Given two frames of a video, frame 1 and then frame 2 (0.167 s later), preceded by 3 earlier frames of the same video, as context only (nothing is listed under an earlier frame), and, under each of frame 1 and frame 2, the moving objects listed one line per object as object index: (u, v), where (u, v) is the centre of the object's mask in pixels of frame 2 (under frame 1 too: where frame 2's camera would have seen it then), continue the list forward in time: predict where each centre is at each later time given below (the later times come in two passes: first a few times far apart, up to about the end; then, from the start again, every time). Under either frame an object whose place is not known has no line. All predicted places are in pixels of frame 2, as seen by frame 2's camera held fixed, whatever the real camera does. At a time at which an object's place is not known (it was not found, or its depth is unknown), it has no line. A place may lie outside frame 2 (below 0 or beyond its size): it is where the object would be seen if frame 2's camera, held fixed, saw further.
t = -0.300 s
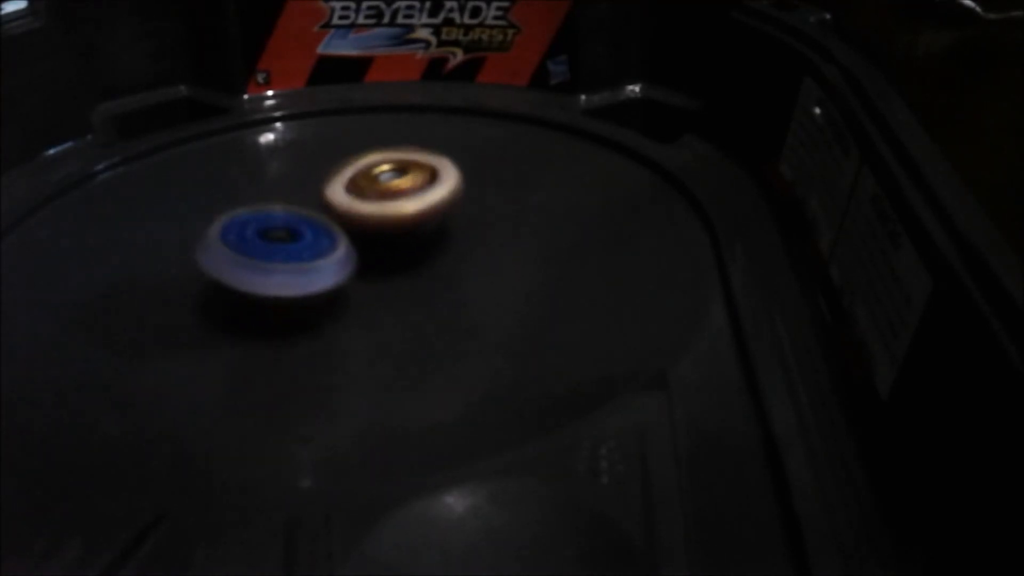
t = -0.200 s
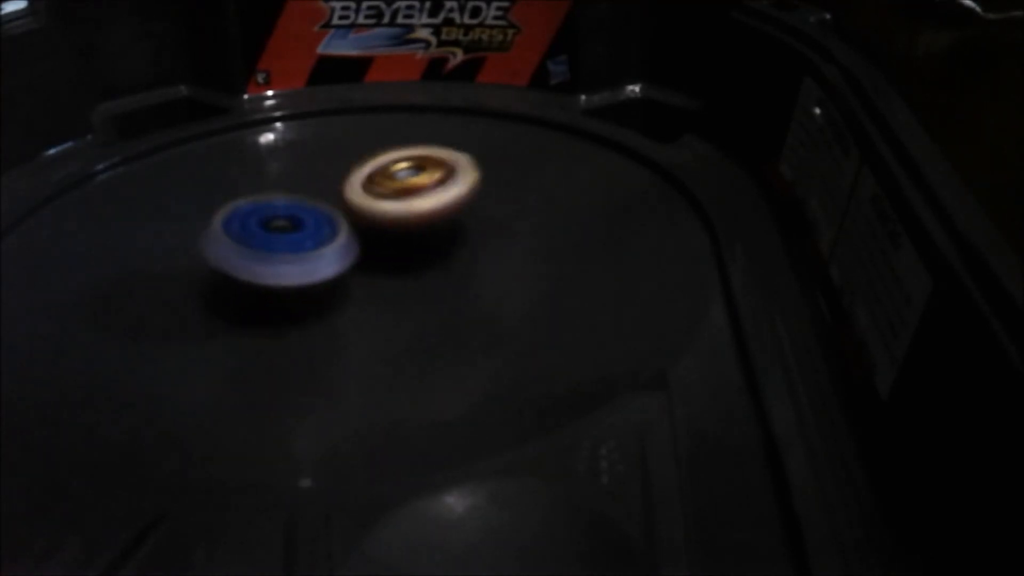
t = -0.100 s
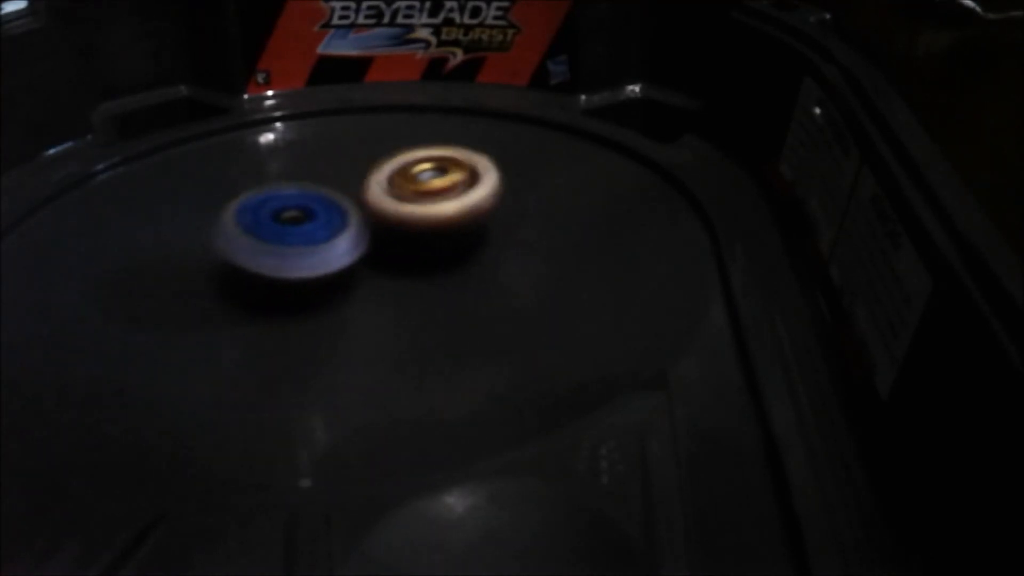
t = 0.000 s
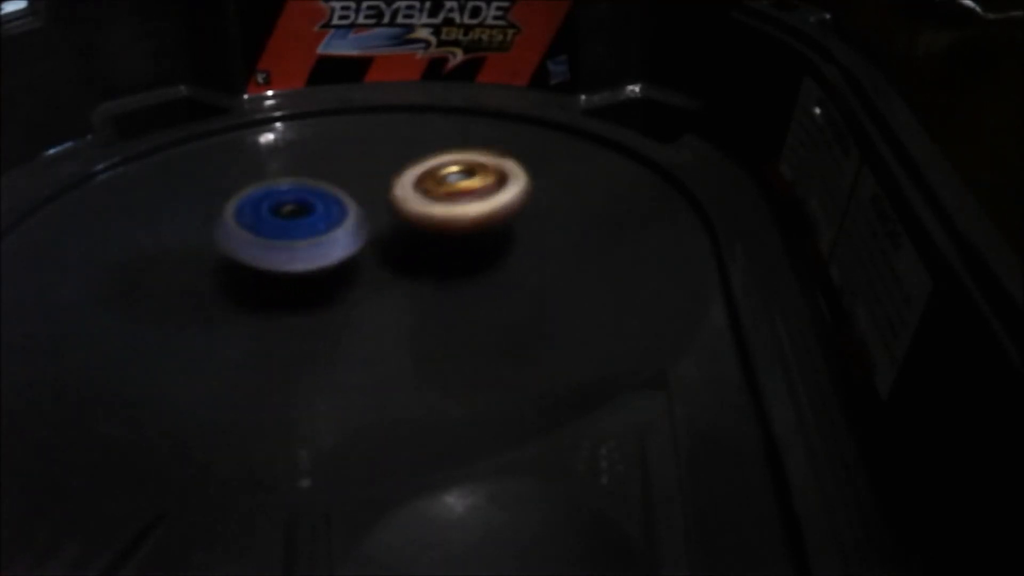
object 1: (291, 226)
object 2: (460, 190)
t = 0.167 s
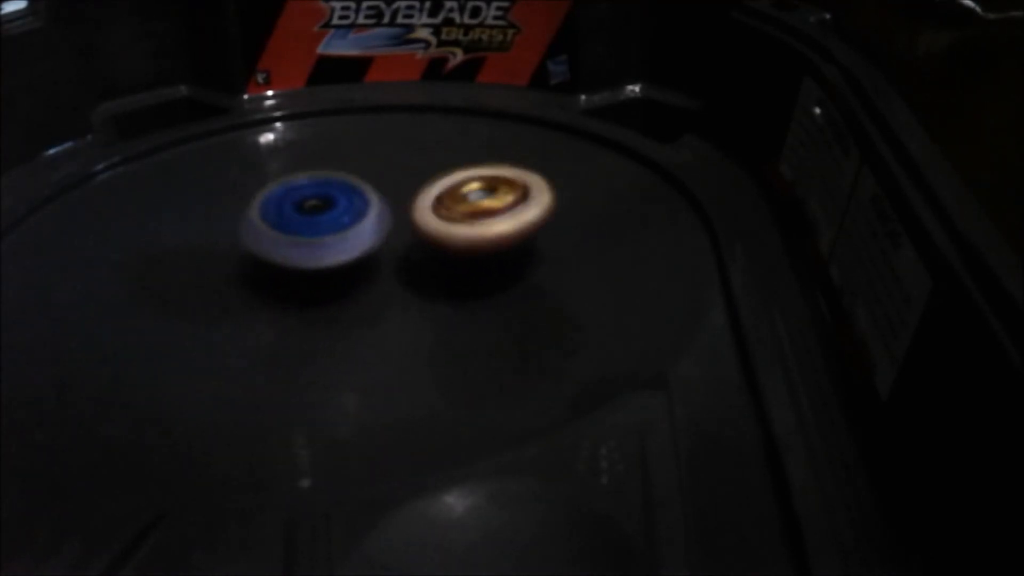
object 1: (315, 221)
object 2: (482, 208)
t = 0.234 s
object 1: (327, 220)
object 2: (479, 217)
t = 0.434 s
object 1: (335, 215)
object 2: (483, 247)
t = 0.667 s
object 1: (348, 220)
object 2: (457, 280)
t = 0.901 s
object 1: (352, 218)
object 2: (394, 291)
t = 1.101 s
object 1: (354, 216)
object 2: (341, 294)
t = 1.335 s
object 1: (373, 204)
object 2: (283, 292)
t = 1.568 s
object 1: (396, 197)
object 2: (288, 262)
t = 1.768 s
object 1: (422, 198)
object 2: (288, 244)
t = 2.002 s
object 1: (431, 209)
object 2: (283, 227)
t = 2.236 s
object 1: (422, 229)
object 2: (277, 214)
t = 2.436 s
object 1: (409, 242)
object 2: (269, 207)
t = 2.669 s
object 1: (399, 261)
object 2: (263, 189)
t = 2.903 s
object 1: (386, 262)
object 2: (278, 179)
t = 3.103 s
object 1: (384, 263)
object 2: (313, 184)
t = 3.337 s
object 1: (404, 271)
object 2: (359, 183)
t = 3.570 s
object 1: (404, 272)
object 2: (402, 194)
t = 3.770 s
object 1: (394, 268)
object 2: (421, 183)
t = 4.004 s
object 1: (386, 260)
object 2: (421, 176)
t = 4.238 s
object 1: (380, 255)
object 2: (404, 173)
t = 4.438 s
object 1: (363, 261)
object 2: (387, 178)
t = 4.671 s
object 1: (334, 266)
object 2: (367, 185)
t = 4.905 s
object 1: (311, 266)
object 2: (370, 181)
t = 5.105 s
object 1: (316, 267)
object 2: (384, 178)
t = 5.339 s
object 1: (329, 271)
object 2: (393, 186)
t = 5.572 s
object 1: (319, 278)
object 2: (398, 199)
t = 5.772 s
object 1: (309, 282)
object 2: (419, 205)
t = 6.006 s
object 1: (328, 272)
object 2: (431, 197)
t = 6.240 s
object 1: (299, 280)
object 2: (424, 193)
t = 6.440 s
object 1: (280, 271)
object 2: (398, 205)
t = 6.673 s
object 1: (274, 258)
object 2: (408, 200)
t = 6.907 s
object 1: (286, 263)
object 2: (397, 193)
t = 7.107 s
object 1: (268, 282)
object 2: (388, 197)
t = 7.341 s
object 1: (280, 289)
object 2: (395, 207)
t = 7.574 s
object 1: (328, 291)
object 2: (406, 207)
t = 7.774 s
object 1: (322, 303)
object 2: (422, 209)
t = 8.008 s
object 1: (322, 300)
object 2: (383, 203)
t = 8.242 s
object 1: (418, 297)
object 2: (330, 227)
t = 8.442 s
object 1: (425, 286)
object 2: (298, 244)
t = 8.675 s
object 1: (417, 266)
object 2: (289, 272)
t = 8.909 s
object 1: (415, 198)
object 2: (304, 258)
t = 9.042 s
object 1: (364, 177)
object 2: (299, 246)
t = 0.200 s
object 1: (321, 220)
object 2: (482, 211)
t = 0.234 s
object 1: (327, 220)
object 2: (479, 217)
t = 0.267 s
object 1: (330, 219)
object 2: (478, 223)
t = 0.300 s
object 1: (332, 218)
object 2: (476, 227)
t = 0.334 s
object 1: (335, 219)
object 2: (475, 231)
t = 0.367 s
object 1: (334, 217)
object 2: (478, 238)
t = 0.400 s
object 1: (334, 215)
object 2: (480, 243)
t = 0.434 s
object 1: (335, 215)
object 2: (483, 247)
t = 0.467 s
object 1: (337, 215)
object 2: (484, 254)
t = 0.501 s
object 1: (338, 215)
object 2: (482, 259)
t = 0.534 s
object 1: (339, 216)
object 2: (481, 262)
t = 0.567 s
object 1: (341, 217)
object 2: (479, 268)
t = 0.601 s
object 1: (343, 218)
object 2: (472, 273)
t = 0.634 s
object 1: (346, 219)
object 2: (464, 276)
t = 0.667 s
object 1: (348, 220)
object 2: (457, 280)
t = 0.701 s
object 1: (349, 221)
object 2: (445, 284)
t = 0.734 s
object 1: (350, 222)
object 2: (431, 283)
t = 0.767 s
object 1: (349, 221)
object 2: (421, 284)
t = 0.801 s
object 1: (348, 219)
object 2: (407, 285)
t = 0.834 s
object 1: (348, 218)
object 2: (404, 286)
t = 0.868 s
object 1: (350, 218)
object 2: (402, 288)
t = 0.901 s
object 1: (352, 218)
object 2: (394, 291)
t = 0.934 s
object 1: (351, 219)
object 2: (383, 294)
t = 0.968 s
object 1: (351, 219)
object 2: (377, 296)
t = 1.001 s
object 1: (351, 218)
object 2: (367, 298)
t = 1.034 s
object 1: (351, 219)
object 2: (356, 296)
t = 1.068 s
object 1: (352, 218)
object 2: (351, 295)
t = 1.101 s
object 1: (354, 216)
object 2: (341, 294)
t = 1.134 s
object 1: (357, 215)
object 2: (333, 291)
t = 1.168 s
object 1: (358, 212)
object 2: (326, 290)
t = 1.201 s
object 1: (362, 210)
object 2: (319, 293)
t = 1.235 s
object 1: (365, 209)
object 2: (307, 294)
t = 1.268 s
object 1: (366, 208)
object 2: (300, 296)
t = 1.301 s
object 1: (370, 206)
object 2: (290, 296)
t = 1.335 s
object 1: (373, 204)
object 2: (283, 292)
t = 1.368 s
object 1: (376, 202)
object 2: (279, 292)
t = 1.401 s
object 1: (378, 201)
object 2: (275, 288)
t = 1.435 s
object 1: (382, 200)
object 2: (275, 282)
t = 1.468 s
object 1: (385, 199)
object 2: (276, 279)
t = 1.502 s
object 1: (389, 198)
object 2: (278, 274)
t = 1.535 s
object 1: (392, 197)
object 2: (284, 267)
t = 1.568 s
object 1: (396, 197)
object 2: (288, 262)
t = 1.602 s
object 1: (401, 197)
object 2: (293, 256)
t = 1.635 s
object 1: (407, 196)
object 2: (295, 253)
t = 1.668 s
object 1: (413, 196)
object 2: (293, 253)
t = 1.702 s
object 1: (416, 197)
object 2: (290, 248)
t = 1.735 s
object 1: (418, 197)
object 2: (290, 246)
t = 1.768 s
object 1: (422, 198)
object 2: (288, 244)
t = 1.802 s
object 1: (424, 199)
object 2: (289, 239)
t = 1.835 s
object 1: (427, 200)
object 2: (290, 238)
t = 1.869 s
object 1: (429, 201)
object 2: (286, 236)
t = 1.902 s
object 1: (430, 204)
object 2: (285, 233)
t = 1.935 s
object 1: (431, 205)
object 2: (283, 232)
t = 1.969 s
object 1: (432, 207)
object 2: (281, 229)
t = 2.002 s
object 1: (431, 209)
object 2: (283, 227)
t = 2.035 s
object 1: (430, 212)
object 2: (282, 227)
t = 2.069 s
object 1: (435, 214)
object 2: (278, 224)
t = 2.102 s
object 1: (437, 218)
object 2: (275, 223)
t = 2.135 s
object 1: (431, 222)
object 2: (271, 218)
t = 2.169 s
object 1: (429, 225)
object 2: (273, 218)
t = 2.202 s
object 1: (426, 227)
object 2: (273, 215)
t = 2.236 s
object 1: (422, 229)
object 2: (277, 214)
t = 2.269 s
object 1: (417, 232)
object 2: (279, 215)
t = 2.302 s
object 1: (421, 234)
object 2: (275, 212)
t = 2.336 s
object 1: (421, 237)
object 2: (272, 211)
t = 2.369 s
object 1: (416, 239)
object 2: (268, 209)
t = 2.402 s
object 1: (413, 240)
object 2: (269, 207)
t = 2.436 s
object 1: (409, 242)
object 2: (269, 207)
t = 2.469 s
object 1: (405, 242)
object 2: (271, 205)
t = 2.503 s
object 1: (401, 243)
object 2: (276, 206)
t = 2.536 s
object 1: (395, 244)
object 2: (278, 205)
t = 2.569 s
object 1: (398, 249)
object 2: (276, 202)
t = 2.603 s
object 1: (404, 256)
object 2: (267, 198)
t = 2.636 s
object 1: (401, 260)
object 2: (265, 192)
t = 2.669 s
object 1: (399, 261)
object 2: (263, 189)
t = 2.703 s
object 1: (401, 261)
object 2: (261, 186)
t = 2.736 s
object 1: (397, 263)
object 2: (263, 183)
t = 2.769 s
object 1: (395, 263)
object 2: (260, 180)
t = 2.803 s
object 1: (395, 262)
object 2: (264, 176)
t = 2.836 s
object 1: (391, 263)
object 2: (266, 179)
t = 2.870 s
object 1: (388, 263)
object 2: (270, 177)
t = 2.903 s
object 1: (386, 262)
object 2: (278, 179)
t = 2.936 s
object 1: (382, 261)
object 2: (282, 178)
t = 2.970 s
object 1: (380, 260)
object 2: (292, 180)
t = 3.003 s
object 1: (379, 258)
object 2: (295, 183)
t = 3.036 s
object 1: (376, 256)
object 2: (304, 184)
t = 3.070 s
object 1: (377, 256)
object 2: (311, 188)
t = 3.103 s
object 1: (384, 263)
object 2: (313, 184)
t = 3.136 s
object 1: (386, 269)
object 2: (318, 186)
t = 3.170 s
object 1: (390, 269)
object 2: (324, 183)
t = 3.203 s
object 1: (395, 267)
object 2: (333, 183)
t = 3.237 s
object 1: (398, 270)
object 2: (337, 182)
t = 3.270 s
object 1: (401, 270)
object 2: (346, 181)
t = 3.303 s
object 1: (403, 269)
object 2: (350, 183)
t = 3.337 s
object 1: (404, 271)
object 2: (359, 183)
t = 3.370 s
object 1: (406, 270)
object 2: (363, 186)
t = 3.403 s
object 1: (405, 270)
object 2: (372, 187)
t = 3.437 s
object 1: (407, 270)
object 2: (379, 189)
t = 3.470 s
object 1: (409, 270)
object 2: (385, 190)
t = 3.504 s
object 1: (407, 270)
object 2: (393, 193)
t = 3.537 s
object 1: (405, 272)
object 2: (398, 193)
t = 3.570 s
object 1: (404, 272)
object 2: (402, 194)
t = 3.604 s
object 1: (400, 274)
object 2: (403, 192)
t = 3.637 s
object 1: (398, 273)
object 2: (408, 191)
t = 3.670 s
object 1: (398, 271)
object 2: (412, 189)
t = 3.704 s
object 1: (397, 271)
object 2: (416, 186)
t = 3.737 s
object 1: (395, 270)
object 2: (418, 184)
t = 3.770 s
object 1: (394, 268)
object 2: (421, 183)
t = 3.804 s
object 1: (395, 267)
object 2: (420, 184)
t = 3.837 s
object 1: (393, 265)
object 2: (422, 183)
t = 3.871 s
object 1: (392, 265)
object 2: (420, 183)
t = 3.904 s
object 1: (388, 265)
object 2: (422, 180)
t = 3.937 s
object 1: (382, 263)
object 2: (421, 179)
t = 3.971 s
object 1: (385, 260)
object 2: (421, 177)
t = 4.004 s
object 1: (386, 260)
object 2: (421, 176)
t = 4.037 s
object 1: (383, 260)
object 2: (419, 173)
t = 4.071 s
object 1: (384, 257)
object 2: (418, 175)
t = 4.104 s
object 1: (385, 255)
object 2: (415, 173)
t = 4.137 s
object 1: (380, 258)
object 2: (413, 173)
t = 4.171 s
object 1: (376, 256)
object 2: (410, 172)
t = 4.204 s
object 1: (378, 255)
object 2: (408, 174)
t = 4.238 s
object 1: (380, 255)
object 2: (404, 173)
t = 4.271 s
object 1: (377, 257)
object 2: (403, 174)
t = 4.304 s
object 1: (371, 258)
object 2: (399, 174)
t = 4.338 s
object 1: (366, 257)
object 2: (398, 174)
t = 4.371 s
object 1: (370, 256)
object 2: (390, 175)
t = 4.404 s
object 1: (367, 260)
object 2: (393, 177)
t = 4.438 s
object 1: (363, 261)
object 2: (387, 178)
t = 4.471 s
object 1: (360, 259)
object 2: (385, 180)
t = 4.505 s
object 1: (359, 260)
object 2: (378, 182)
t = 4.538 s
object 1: (352, 264)
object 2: (376, 183)
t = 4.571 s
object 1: (345, 265)
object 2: (370, 185)
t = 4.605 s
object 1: (345, 264)
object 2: (372, 185)
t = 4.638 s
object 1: (339, 266)
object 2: (368, 185)
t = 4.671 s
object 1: (334, 266)
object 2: (367, 185)
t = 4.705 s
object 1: (331, 265)
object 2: (362, 187)
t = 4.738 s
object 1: (330, 265)
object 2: (365, 187)
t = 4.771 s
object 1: (326, 267)
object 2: (362, 188)
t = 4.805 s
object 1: (319, 270)
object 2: (365, 186)
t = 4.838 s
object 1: (309, 271)
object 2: (364, 184)
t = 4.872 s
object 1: (309, 268)
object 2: (369, 183)
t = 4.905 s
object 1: (311, 266)
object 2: (370, 181)
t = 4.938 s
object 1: (313, 267)
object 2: (374, 179)
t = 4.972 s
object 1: (309, 267)
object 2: (374, 180)
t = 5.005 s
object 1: (311, 264)
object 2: (376, 179)
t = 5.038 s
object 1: (314, 262)
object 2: (377, 179)
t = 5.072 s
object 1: (320, 261)
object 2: (381, 181)
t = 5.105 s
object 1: (316, 267)
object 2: (384, 178)
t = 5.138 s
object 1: (316, 269)
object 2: (382, 178)
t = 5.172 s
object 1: (320, 266)
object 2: (387, 179)
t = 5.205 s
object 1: (324, 268)
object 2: (384, 179)
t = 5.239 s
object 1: (326, 270)
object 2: (390, 182)
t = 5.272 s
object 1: (326, 272)
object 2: (389, 182)
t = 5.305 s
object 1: (325, 271)
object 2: (392, 187)
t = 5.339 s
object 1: (329, 271)
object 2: (393, 186)
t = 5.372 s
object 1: (330, 272)
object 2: (392, 191)
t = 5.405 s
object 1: (331, 274)
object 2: (393, 193)
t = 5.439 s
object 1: (329, 275)
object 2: (393, 197)
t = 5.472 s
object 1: (324, 279)
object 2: (395, 195)
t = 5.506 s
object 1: (316, 282)
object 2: (394, 197)
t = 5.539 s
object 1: (316, 279)
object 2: (398, 197)
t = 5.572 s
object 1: (319, 278)
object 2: (398, 199)
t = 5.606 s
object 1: (320, 280)
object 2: (406, 202)
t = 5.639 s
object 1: (317, 281)
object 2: (409, 203)
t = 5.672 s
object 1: (314, 279)
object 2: (415, 208)
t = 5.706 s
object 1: (316, 278)
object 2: (414, 208)
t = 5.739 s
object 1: (316, 278)
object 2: (416, 210)
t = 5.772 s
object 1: (309, 282)
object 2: (419, 205)
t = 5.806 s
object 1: (305, 278)
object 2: (421, 204)
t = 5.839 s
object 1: (311, 275)
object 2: (425, 202)
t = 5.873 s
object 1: (317, 276)
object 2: (427, 201)
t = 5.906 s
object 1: (319, 278)
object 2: (434, 201)
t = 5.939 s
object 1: (317, 277)
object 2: (436, 197)
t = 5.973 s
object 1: (320, 273)
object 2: (433, 199)
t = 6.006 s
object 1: (328, 272)
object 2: (431, 197)
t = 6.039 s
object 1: (332, 273)
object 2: (427, 196)
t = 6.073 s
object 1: (332, 274)
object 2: (427, 197)
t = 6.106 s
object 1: (326, 274)
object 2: (425, 198)
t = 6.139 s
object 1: (319, 275)
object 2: (424, 199)
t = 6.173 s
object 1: (312, 279)
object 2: (424, 197)
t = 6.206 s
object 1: (306, 280)
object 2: (422, 198)
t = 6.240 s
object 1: (299, 280)
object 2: (424, 193)
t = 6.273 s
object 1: (291, 281)
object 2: (420, 193)
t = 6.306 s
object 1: (284, 280)
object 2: (416, 197)
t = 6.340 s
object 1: (279, 275)
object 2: (415, 200)
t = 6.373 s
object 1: (281, 274)
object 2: (414, 200)
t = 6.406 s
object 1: (279, 273)
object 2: (407, 200)
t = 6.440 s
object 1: (280, 271)
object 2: (398, 205)
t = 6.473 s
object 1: (282, 270)
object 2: (398, 207)
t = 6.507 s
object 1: (280, 270)
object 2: (399, 207)
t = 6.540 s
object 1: (270, 271)
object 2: (401, 205)
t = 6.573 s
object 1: (263, 267)
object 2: (398, 202)
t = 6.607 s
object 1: (266, 260)
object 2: (398, 202)
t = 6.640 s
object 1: (271, 259)
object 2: (405, 201)
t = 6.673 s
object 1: (274, 258)
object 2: (408, 200)
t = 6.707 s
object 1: (281, 257)
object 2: (408, 197)
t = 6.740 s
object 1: (286, 260)
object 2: (408, 192)
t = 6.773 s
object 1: (284, 263)
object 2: (403, 191)
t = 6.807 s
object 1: (282, 264)
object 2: (405, 195)
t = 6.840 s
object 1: (281, 266)
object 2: (404, 194)
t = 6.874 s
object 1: (281, 265)
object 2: (400, 193)
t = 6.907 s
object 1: (286, 263)
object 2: (397, 193)
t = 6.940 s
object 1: (286, 267)
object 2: (394, 195)
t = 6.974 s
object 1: (275, 277)
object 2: (387, 191)
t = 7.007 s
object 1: (269, 281)
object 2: (386, 190)
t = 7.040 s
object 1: (268, 281)
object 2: (382, 194)
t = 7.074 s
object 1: (268, 283)
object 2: (380, 198)
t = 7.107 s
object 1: (268, 282)
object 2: (388, 197)
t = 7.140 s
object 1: (267, 280)
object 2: (390, 196)
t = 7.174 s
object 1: (266, 280)
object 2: (388, 196)
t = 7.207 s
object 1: (268, 282)
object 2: (388, 194)
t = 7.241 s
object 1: (269, 283)
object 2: (387, 197)
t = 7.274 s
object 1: (274, 285)
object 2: (383, 201)
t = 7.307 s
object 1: (278, 289)
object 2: (391, 202)
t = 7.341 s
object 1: (280, 289)
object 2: (395, 207)
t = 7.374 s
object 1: (288, 287)
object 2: (397, 207)
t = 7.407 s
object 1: (296, 287)
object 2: (407, 207)
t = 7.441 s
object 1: (304, 287)
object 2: (406, 206)
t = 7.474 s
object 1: (313, 288)
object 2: (408, 205)
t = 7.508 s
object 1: (319, 290)
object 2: (409, 202)
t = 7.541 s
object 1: (322, 292)
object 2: (406, 202)
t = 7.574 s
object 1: (328, 291)
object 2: (406, 207)
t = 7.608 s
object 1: (330, 293)
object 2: (403, 205)
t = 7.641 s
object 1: (332, 295)
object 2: (404, 210)
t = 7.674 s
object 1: (335, 294)
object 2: (409, 213)
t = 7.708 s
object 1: (332, 295)
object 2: (416, 216)
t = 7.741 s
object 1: (326, 302)
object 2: (422, 212)
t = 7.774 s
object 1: (322, 303)
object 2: (422, 209)
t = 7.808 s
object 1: (314, 300)
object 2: (423, 207)
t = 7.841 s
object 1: (312, 300)
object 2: (416, 208)
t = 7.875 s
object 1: (315, 303)
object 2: (408, 193)
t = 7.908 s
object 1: (317, 302)
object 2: (398, 196)
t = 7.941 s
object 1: (319, 300)
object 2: (385, 203)
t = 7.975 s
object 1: (320, 300)
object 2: (382, 204)
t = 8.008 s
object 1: (322, 300)
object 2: (383, 203)
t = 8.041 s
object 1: (337, 296)
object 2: (383, 203)
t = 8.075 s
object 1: (347, 294)
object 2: (379, 201)
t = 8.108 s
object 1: (363, 288)
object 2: (368, 199)
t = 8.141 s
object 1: (384, 294)
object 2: (354, 206)
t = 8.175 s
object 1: (397, 297)
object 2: (346, 212)
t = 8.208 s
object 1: (410, 294)
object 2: (335, 218)
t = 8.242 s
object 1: (418, 297)
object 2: (330, 227)
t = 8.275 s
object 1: (420, 300)
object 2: (326, 234)
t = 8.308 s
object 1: (422, 298)
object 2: (321, 236)
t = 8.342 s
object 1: (424, 299)
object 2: (316, 239)
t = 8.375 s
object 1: (431, 289)
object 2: (307, 240)
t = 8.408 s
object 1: (424, 289)
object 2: (302, 243)
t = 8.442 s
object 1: (425, 286)
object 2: (298, 244)
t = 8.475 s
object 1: (426, 288)
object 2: (295, 249)
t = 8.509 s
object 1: (422, 292)
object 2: (295, 252)
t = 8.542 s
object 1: (419, 291)
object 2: (295, 258)
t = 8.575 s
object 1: (416, 281)
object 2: (293, 263)
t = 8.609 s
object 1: (416, 278)
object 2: (291, 269)
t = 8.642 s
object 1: (417, 272)
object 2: (289, 271)
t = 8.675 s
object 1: (417, 266)
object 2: (289, 272)
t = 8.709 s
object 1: (417, 259)
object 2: (290, 272)
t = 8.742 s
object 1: (416, 249)
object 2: (294, 271)
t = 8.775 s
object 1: (420, 241)
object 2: (297, 268)
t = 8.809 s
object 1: (421, 232)
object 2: (298, 267)
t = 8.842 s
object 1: (423, 222)
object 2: (301, 264)
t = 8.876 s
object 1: (421, 210)
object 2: (303, 262)
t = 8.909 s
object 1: (415, 198)
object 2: (304, 258)
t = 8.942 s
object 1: (410, 192)
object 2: (304, 254)
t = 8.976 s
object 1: (396, 183)
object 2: (304, 252)
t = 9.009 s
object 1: (384, 178)
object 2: (302, 251)
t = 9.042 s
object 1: (364, 177)
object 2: (299, 246)
